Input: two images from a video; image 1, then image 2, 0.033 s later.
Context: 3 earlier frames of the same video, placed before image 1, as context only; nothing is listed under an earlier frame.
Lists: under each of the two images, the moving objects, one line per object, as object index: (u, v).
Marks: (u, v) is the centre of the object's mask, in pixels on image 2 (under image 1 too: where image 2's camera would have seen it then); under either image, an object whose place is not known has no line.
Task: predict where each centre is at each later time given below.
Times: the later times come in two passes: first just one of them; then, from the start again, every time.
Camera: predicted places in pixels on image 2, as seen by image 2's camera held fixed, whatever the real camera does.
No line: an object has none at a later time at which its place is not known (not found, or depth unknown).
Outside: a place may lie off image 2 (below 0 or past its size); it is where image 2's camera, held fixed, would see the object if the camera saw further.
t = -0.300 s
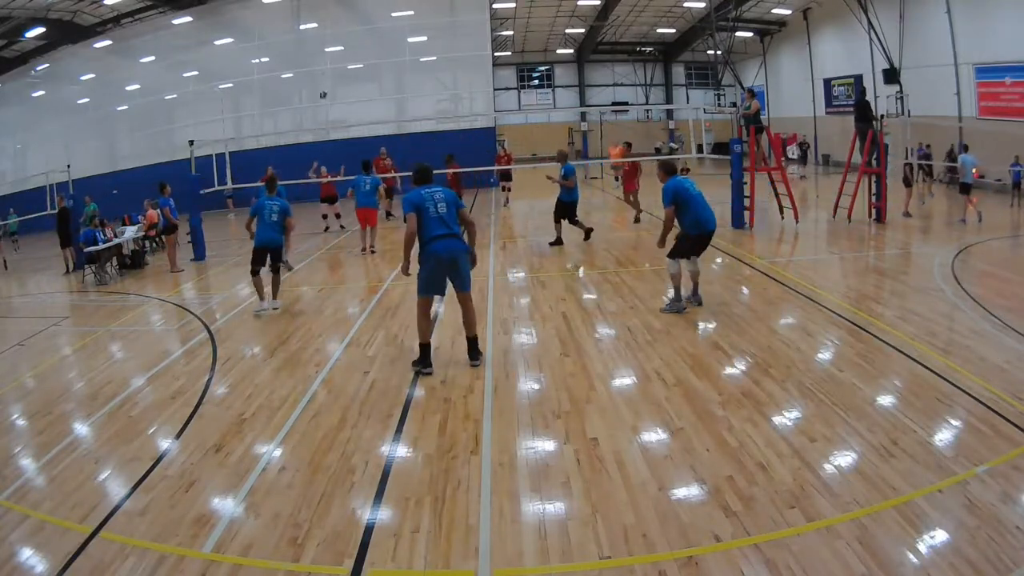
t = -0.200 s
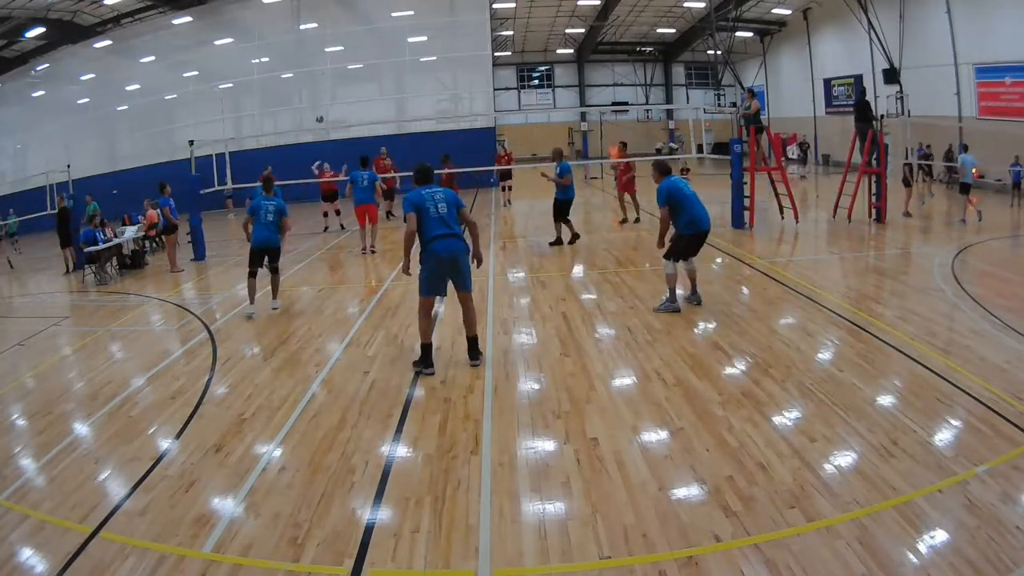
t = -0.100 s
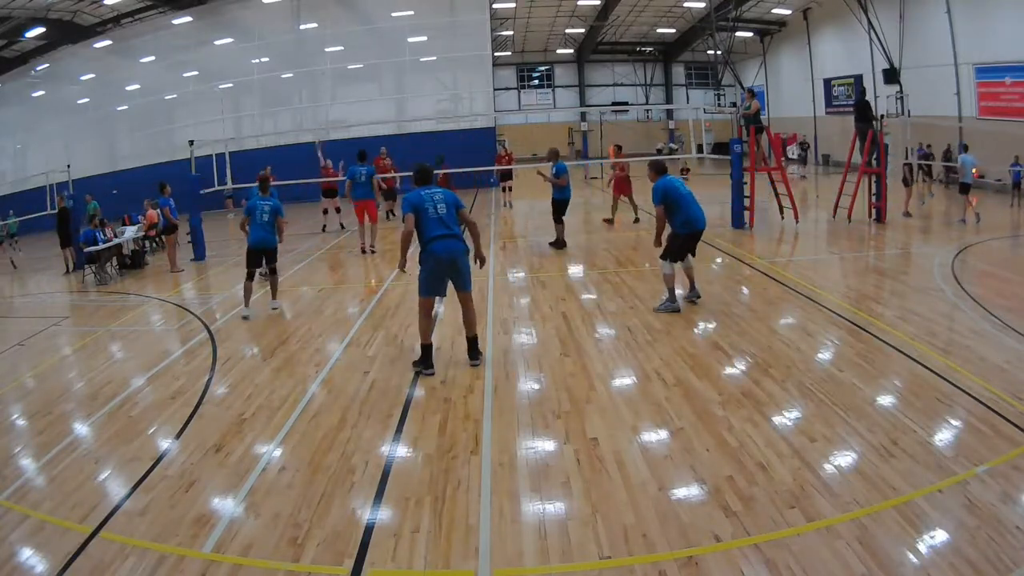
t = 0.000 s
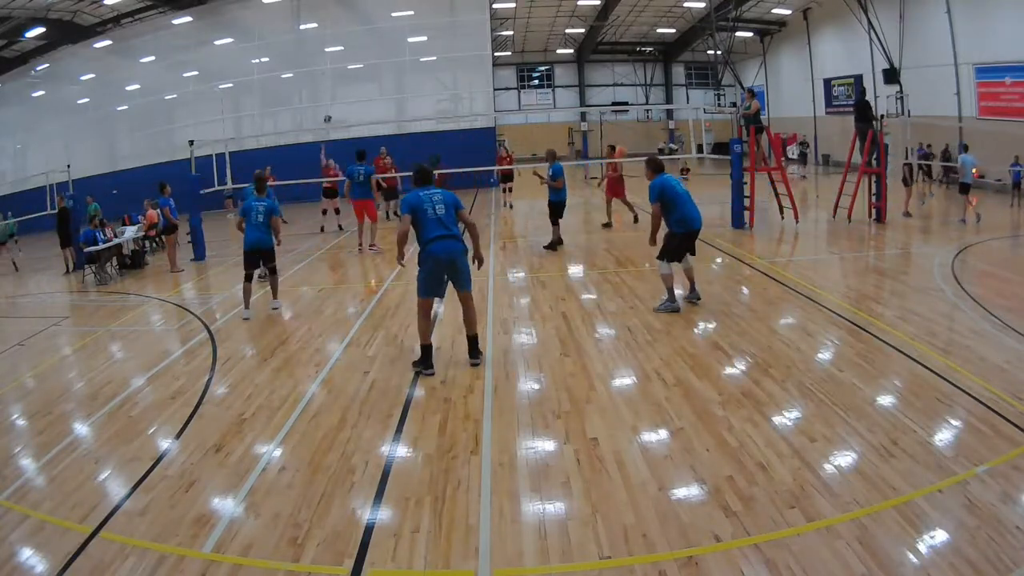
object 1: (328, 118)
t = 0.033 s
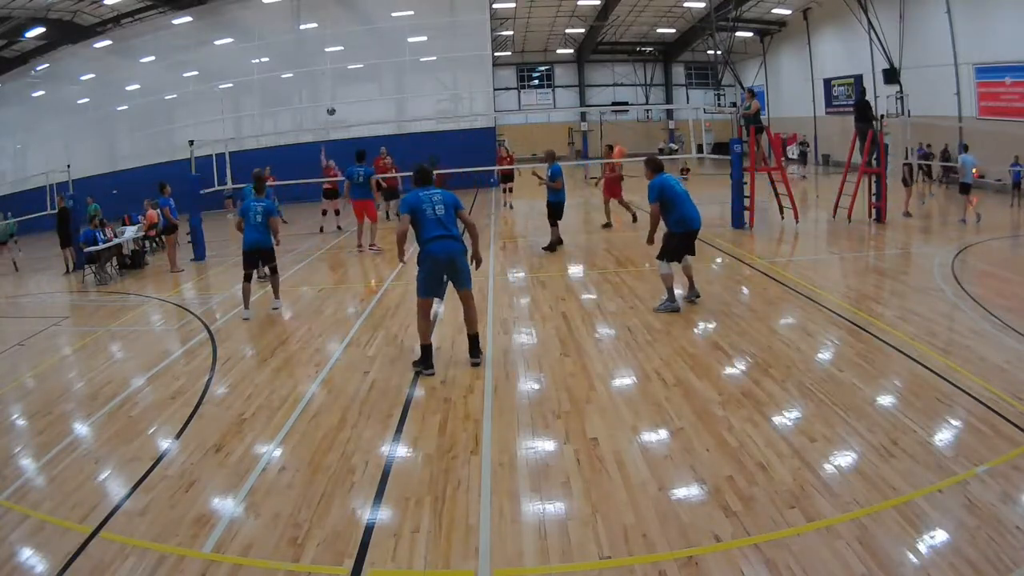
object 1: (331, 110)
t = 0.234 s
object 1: (357, 73)
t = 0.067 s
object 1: (335, 104)
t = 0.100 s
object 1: (339, 96)
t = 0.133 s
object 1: (343, 90)
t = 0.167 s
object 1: (348, 82)
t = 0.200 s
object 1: (353, 77)
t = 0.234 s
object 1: (357, 73)
